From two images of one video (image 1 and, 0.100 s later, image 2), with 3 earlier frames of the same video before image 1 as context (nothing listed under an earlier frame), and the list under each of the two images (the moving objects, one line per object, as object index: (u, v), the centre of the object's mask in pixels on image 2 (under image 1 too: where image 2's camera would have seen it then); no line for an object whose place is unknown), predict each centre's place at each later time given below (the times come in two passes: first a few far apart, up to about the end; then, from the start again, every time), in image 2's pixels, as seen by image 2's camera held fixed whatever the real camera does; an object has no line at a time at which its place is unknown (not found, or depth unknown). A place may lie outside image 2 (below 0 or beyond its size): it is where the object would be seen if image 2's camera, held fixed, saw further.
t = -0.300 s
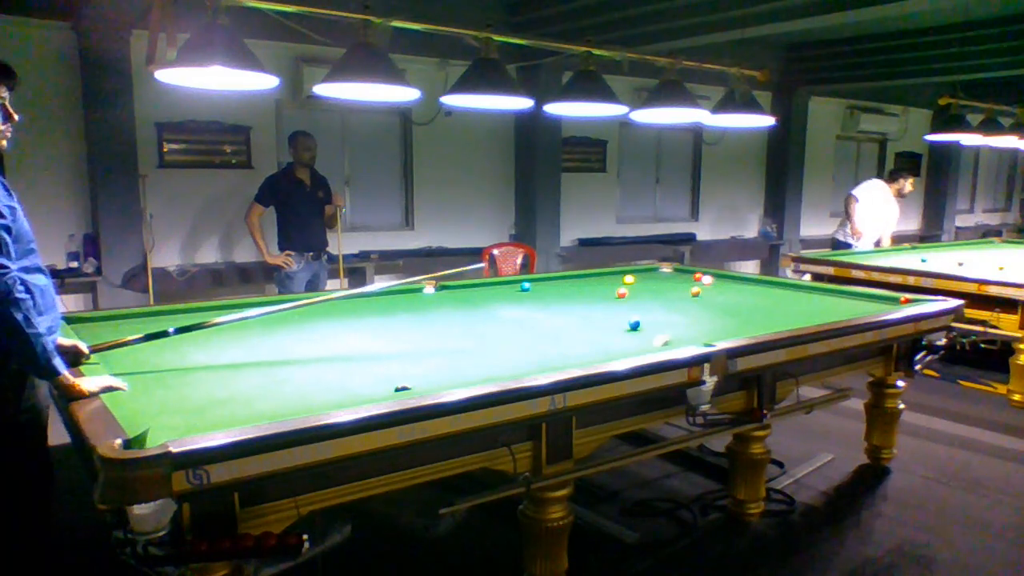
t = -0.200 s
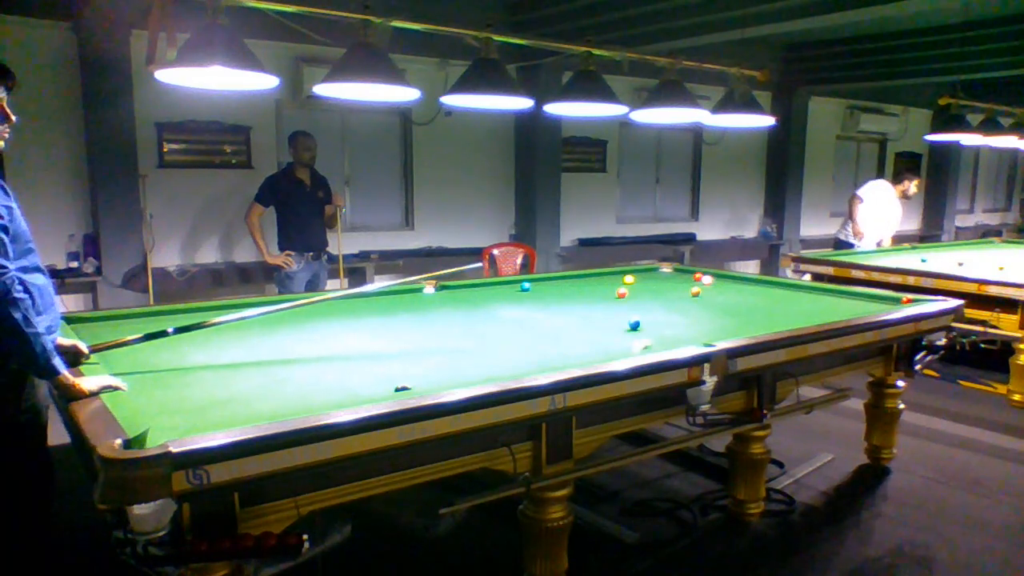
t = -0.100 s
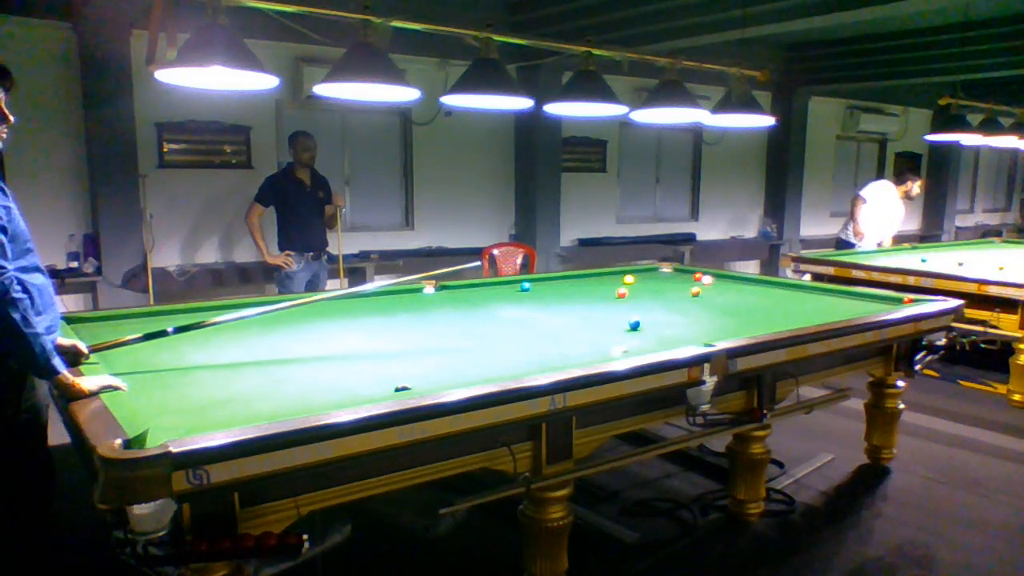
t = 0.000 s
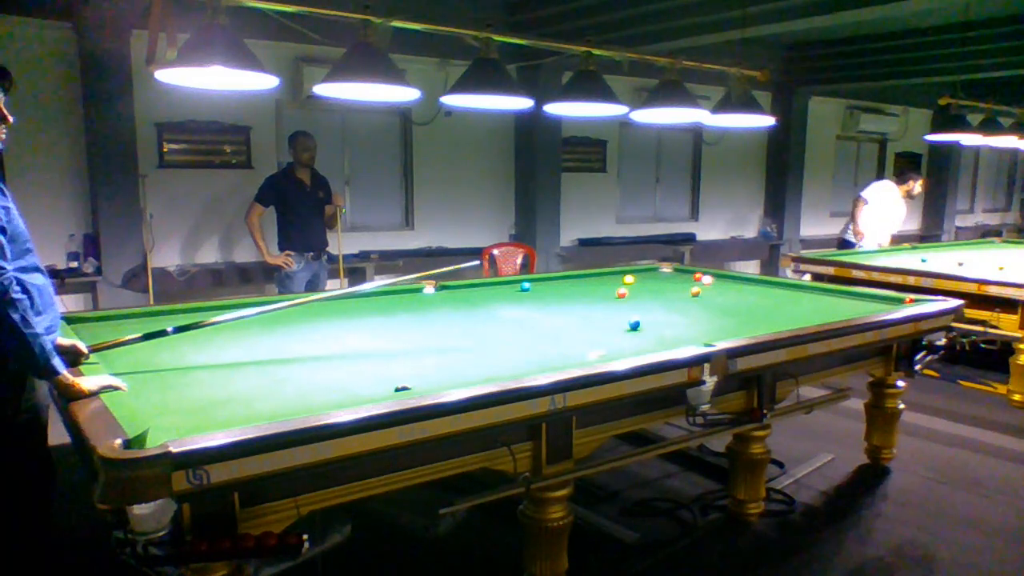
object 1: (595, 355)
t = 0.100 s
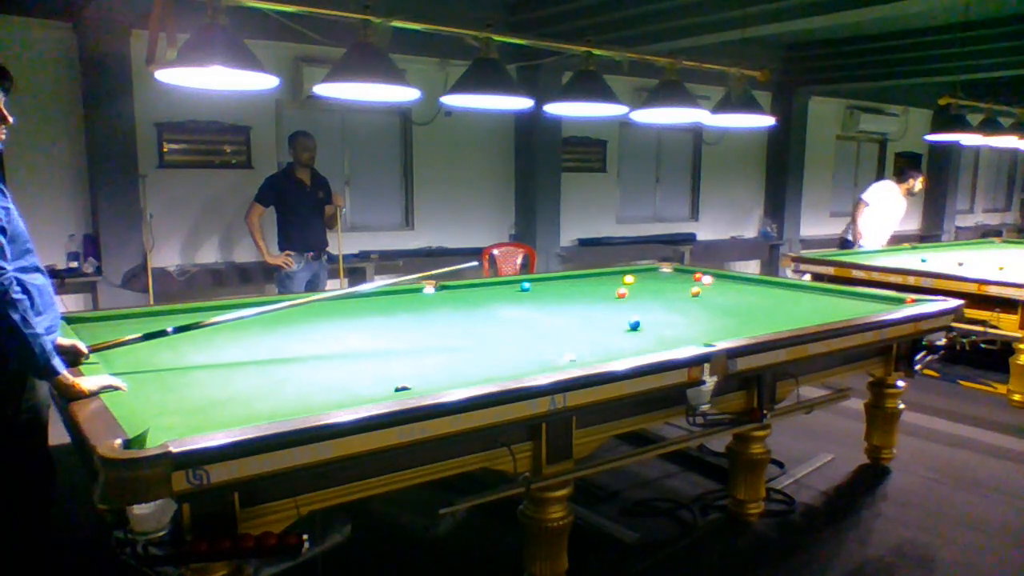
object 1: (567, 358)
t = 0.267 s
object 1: (519, 365)
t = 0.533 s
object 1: (437, 379)
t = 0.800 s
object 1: (344, 393)
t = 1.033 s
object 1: (258, 404)
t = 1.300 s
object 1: (158, 417)
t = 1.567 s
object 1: (231, 402)
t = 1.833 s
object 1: (291, 391)
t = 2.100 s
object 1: (344, 381)
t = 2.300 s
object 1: (379, 374)
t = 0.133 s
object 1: (556, 360)
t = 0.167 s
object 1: (548, 361)
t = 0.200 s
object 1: (538, 363)
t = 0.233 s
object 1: (529, 363)
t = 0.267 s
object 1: (519, 365)
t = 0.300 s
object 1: (509, 367)
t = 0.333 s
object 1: (499, 368)
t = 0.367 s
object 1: (490, 369)
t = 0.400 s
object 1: (479, 371)
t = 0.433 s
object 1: (469, 373)
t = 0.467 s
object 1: (458, 374)
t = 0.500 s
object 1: (447, 376)
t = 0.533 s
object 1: (437, 379)
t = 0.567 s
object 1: (428, 380)
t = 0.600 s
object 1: (417, 381)
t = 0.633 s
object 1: (406, 379)
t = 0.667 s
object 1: (391, 382)
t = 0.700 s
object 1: (381, 387)
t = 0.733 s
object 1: (370, 390)
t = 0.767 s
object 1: (358, 390)
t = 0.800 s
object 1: (344, 393)
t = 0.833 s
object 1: (333, 393)
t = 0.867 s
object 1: (320, 394)
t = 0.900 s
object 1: (308, 398)
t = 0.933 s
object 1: (295, 398)
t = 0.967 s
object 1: (283, 400)
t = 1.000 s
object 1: (270, 403)
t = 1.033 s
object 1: (258, 404)
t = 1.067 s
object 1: (245, 405)
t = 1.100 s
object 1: (232, 407)
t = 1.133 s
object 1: (219, 409)
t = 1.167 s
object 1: (206, 411)
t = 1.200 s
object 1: (191, 412)
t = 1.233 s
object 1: (178, 414)
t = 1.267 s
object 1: (165, 416)
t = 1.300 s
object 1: (158, 417)
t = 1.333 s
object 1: (168, 414)
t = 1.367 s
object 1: (178, 412)
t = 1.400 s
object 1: (188, 411)
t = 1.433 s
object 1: (196, 409)
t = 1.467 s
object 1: (206, 407)
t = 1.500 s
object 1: (215, 405)
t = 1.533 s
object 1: (223, 404)
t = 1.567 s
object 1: (231, 402)
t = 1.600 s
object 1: (240, 401)
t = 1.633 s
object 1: (247, 399)
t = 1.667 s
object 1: (255, 397)
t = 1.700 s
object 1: (263, 396)
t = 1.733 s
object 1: (270, 394)
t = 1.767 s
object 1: (277, 394)
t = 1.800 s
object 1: (285, 392)
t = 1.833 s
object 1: (291, 391)
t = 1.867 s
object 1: (299, 390)
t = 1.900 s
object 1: (306, 388)
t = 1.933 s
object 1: (313, 387)
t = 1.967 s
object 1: (320, 385)
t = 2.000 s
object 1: (326, 385)
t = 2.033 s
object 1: (332, 383)
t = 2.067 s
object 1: (338, 383)
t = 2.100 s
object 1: (344, 381)
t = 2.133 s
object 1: (350, 380)
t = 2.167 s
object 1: (356, 378)
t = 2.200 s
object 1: (362, 379)
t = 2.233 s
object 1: (368, 376)
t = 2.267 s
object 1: (373, 376)
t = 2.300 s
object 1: (379, 374)
